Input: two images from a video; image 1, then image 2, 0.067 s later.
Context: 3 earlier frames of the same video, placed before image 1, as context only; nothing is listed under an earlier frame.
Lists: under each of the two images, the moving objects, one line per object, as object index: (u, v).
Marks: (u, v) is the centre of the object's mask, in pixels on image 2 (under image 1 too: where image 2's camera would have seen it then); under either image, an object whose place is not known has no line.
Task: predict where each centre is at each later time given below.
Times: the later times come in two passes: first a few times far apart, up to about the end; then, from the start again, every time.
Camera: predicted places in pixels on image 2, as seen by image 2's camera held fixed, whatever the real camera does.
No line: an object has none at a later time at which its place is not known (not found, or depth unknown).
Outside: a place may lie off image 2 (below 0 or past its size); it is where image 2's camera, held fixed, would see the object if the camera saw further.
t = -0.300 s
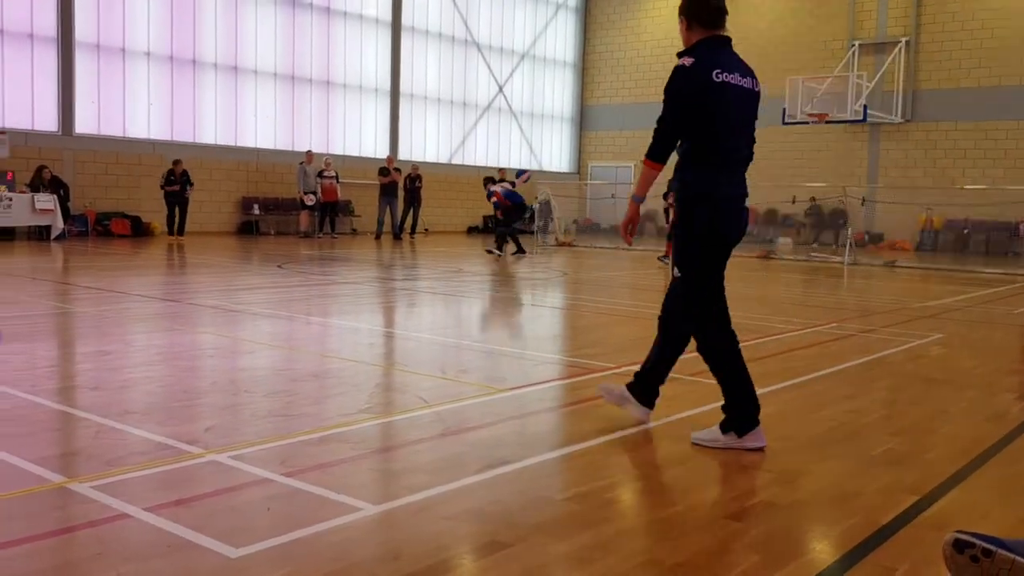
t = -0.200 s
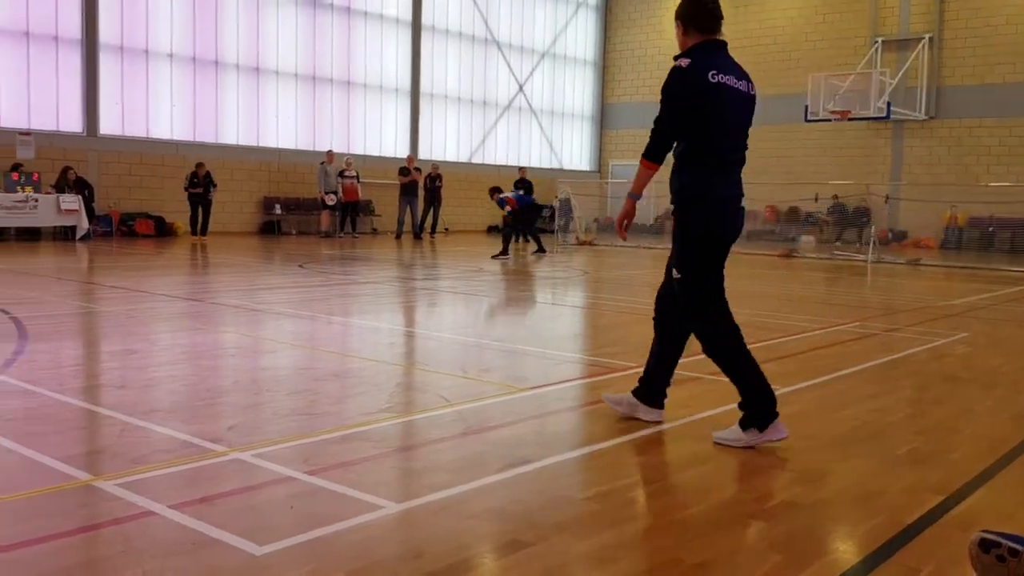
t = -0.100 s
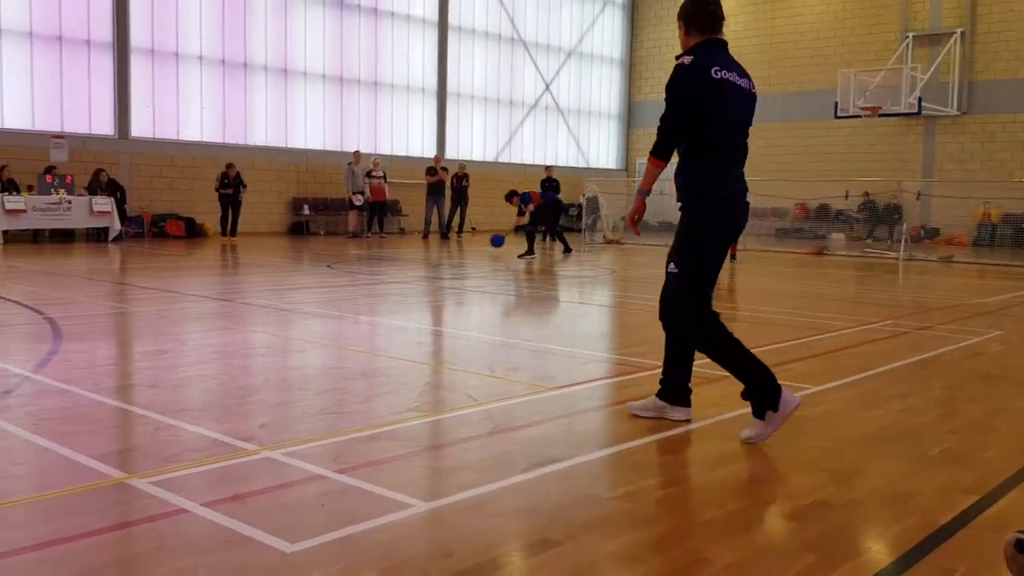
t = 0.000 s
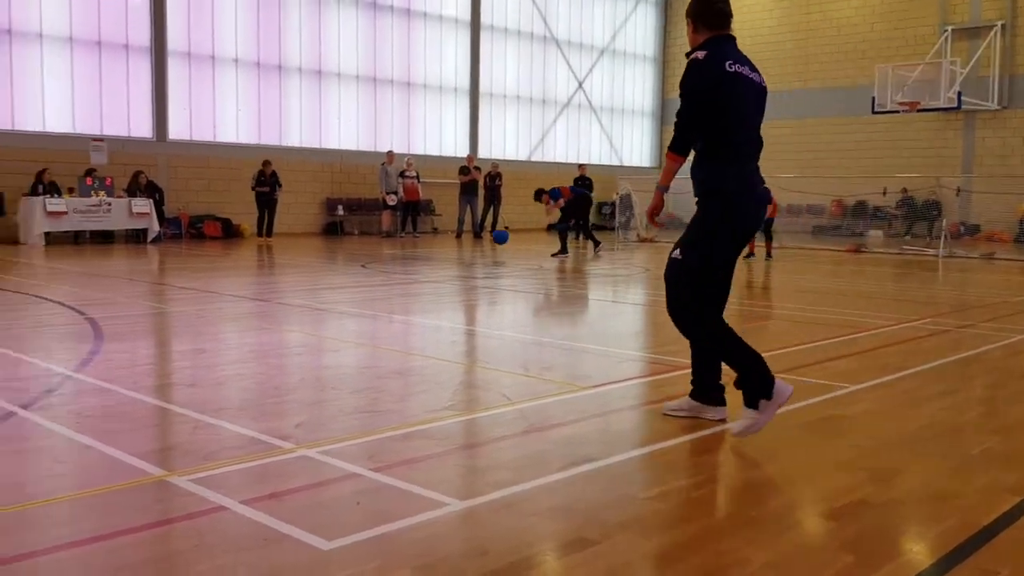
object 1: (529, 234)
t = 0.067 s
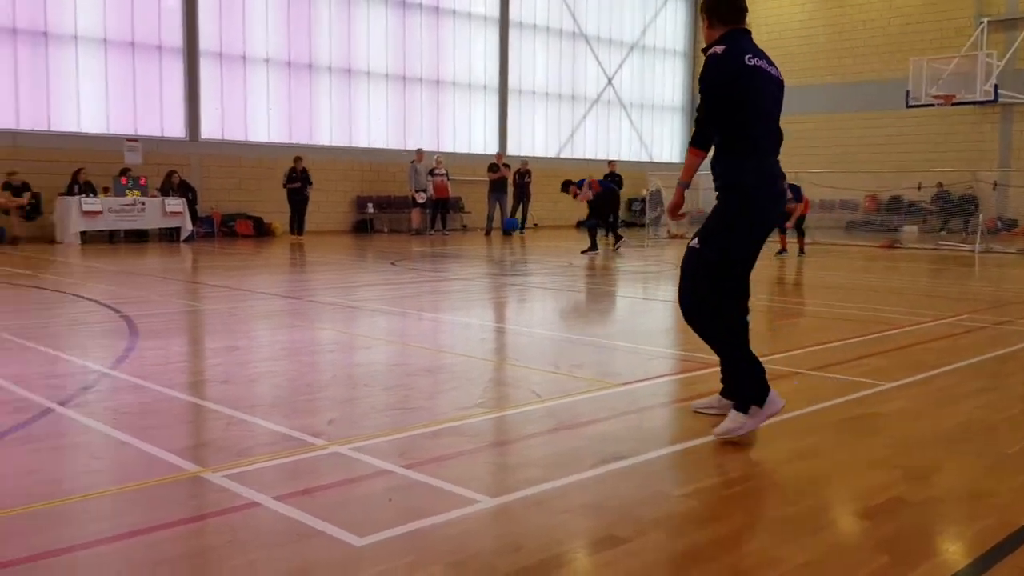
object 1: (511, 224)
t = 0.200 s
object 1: (469, 212)
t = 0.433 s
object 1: (373, 227)
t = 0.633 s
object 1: (259, 264)
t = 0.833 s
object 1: (109, 254)
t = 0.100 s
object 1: (501, 220)
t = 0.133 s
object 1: (491, 217)
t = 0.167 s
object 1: (480, 214)
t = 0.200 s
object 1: (469, 212)
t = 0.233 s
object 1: (457, 211)
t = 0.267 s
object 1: (444, 211)
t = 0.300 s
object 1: (432, 212)
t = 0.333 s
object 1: (418, 215)
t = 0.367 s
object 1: (404, 218)
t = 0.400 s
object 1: (389, 222)
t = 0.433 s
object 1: (373, 227)
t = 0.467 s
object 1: (356, 235)
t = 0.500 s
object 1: (339, 243)
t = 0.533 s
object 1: (320, 253)
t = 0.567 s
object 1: (300, 265)
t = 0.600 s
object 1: (280, 269)
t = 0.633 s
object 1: (259, 264)
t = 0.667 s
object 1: (238, 259)
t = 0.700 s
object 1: (216, 256)
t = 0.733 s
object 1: (191, 253)
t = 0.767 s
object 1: (165, 252)
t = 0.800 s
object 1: (137, 252)
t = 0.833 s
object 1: (109, 254)
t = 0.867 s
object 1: (77, 257)
